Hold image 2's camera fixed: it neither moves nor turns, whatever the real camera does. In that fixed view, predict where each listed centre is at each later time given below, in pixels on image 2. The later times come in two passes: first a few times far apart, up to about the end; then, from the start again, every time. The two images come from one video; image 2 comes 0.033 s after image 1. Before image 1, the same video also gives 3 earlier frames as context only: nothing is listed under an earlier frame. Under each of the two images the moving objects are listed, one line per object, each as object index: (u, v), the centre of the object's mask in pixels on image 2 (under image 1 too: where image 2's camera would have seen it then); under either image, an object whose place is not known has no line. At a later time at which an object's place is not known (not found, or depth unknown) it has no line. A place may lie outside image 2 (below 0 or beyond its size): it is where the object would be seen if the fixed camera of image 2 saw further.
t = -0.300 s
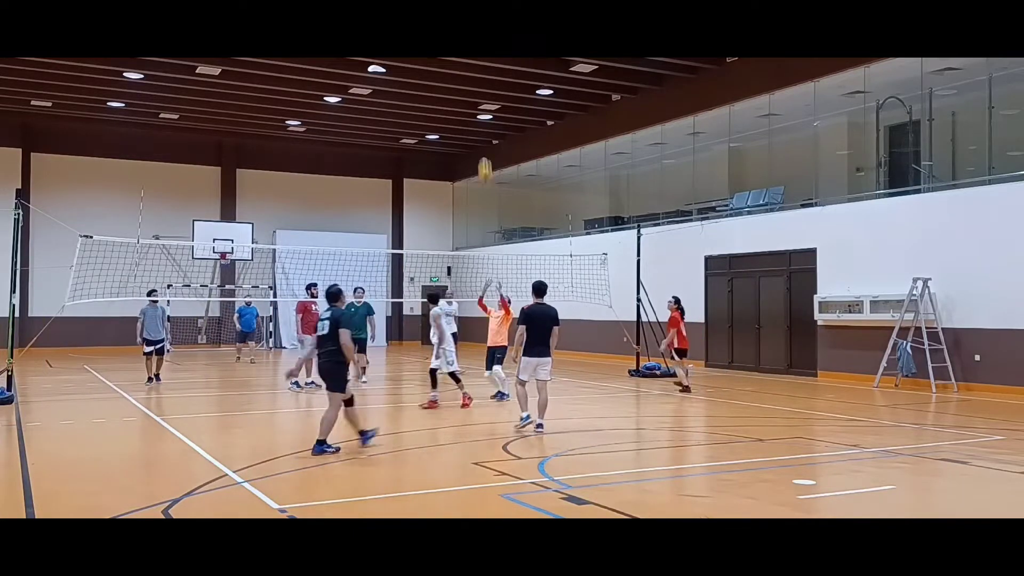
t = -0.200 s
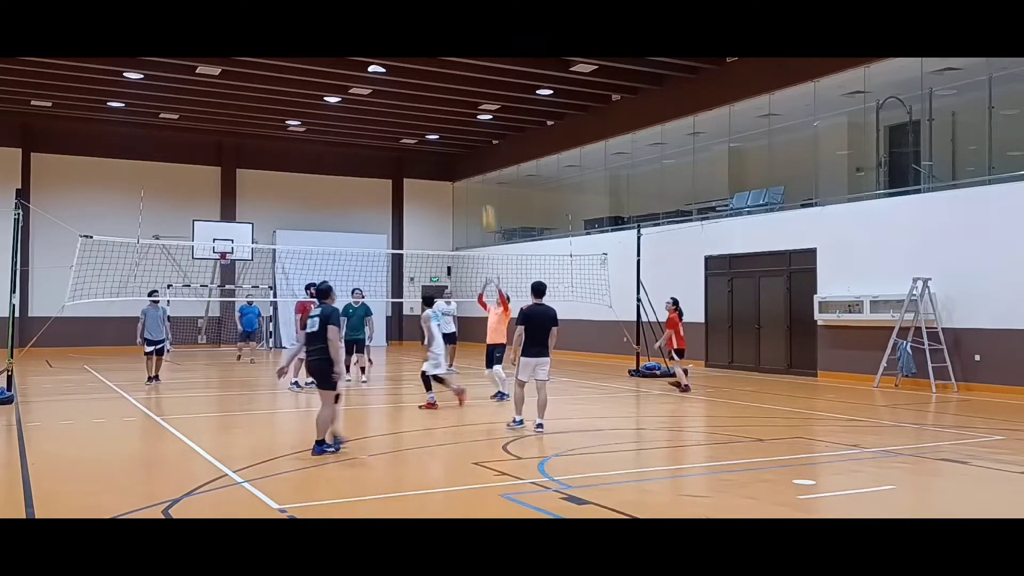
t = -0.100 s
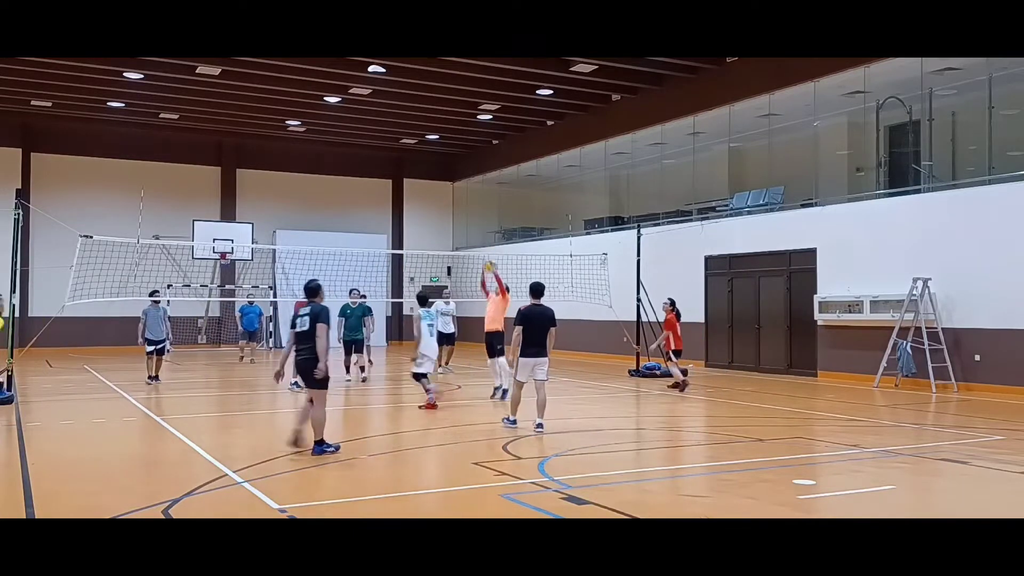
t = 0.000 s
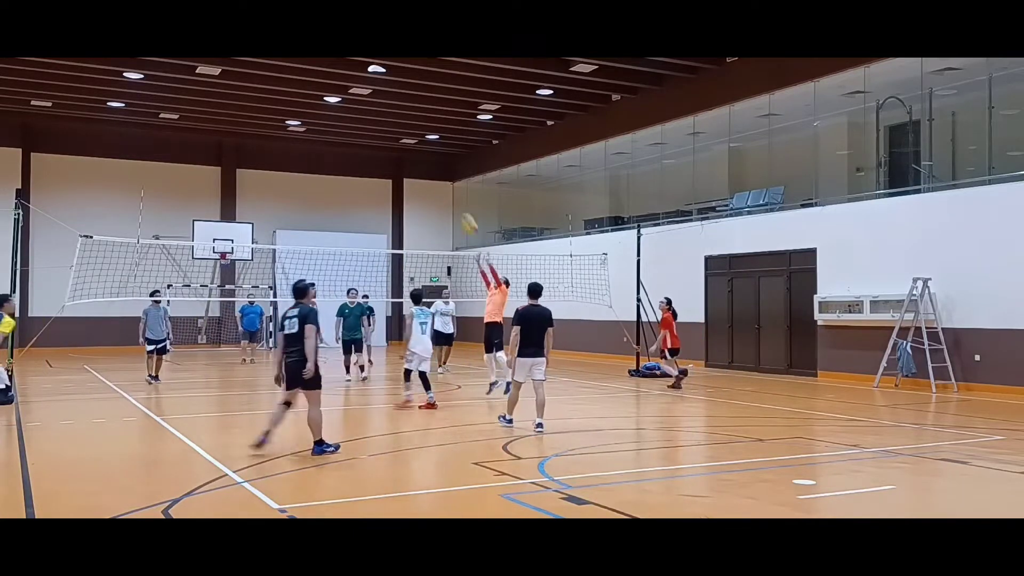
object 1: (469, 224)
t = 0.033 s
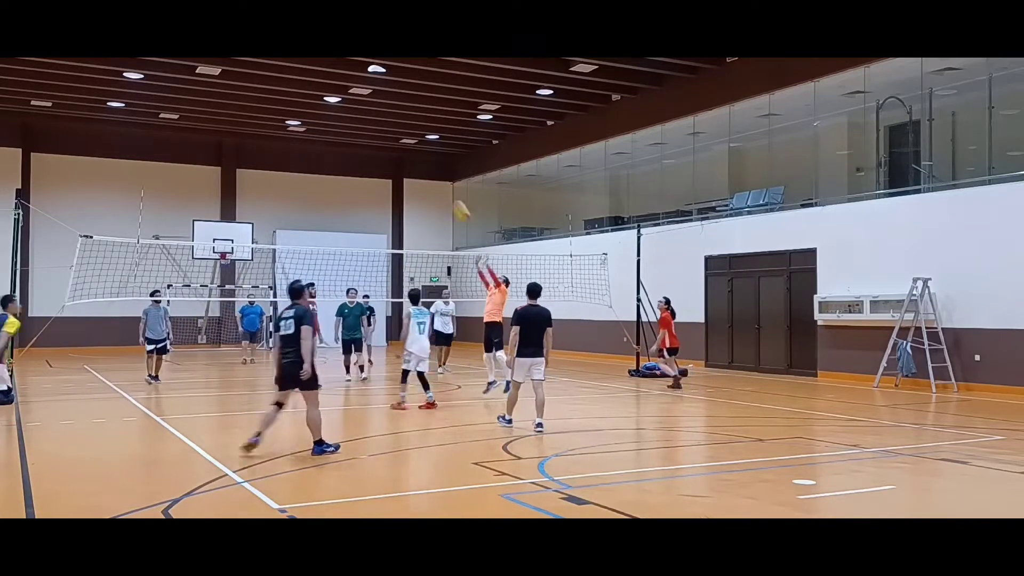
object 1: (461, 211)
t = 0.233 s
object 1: (414, 149)
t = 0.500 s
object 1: (350, 106)
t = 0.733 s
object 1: (293, 107)
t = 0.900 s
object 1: (253, 130)
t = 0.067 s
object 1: (453, 198)
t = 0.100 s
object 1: (445, 187)
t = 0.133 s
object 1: (436, 176)
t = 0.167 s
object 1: (430, 167)
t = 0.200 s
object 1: (422, 158)
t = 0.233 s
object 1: (414, 149)
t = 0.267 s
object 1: (406, 141)
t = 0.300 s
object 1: (397, 133)
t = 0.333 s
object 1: (390, 127)
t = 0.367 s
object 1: (381, 121)
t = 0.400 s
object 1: (373, 117)
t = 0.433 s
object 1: (365, 112)
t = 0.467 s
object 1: (357, 109)
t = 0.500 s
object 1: (350, 106)
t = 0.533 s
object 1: (342, 104)
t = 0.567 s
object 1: (333, 103)
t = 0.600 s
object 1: (324, 102)
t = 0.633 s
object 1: (316, 102)
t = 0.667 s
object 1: (309, 103)
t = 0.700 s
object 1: (301, 105)
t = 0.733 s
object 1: (293, 107)
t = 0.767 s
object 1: (285, 110)
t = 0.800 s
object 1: (277, 114)
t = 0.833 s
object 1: (269, 119)
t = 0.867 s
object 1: (261, 124)
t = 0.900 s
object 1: (253, 130)
